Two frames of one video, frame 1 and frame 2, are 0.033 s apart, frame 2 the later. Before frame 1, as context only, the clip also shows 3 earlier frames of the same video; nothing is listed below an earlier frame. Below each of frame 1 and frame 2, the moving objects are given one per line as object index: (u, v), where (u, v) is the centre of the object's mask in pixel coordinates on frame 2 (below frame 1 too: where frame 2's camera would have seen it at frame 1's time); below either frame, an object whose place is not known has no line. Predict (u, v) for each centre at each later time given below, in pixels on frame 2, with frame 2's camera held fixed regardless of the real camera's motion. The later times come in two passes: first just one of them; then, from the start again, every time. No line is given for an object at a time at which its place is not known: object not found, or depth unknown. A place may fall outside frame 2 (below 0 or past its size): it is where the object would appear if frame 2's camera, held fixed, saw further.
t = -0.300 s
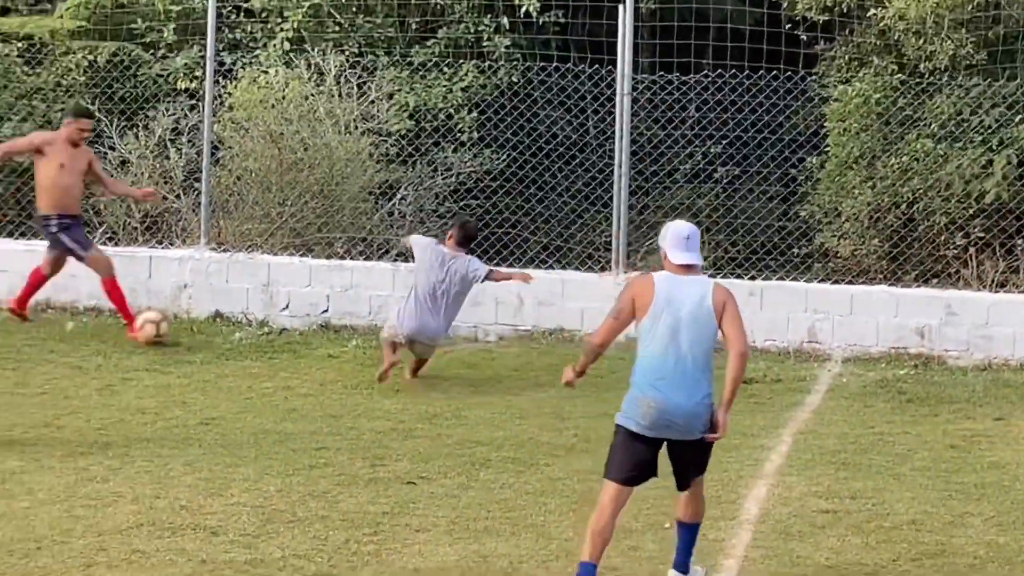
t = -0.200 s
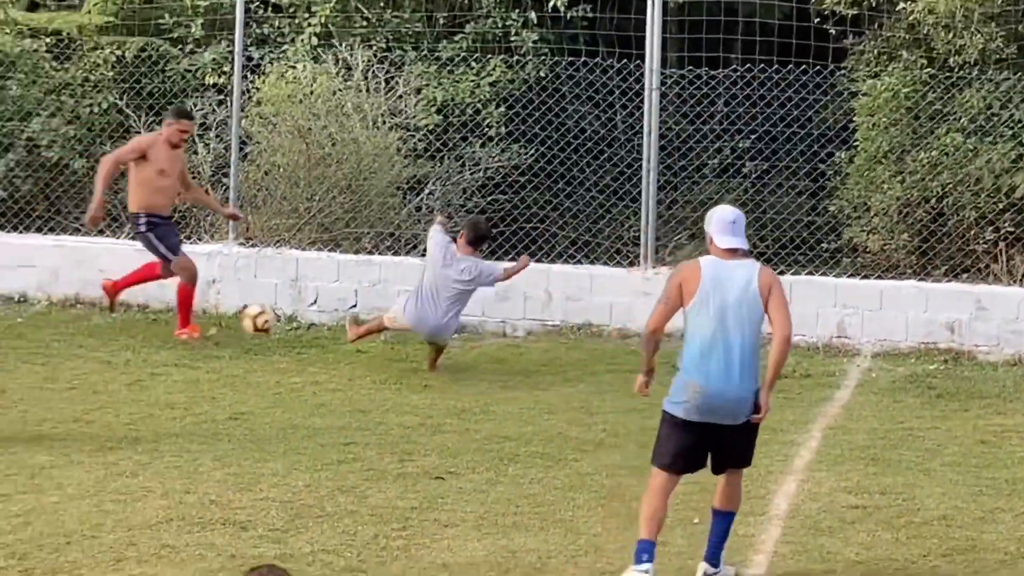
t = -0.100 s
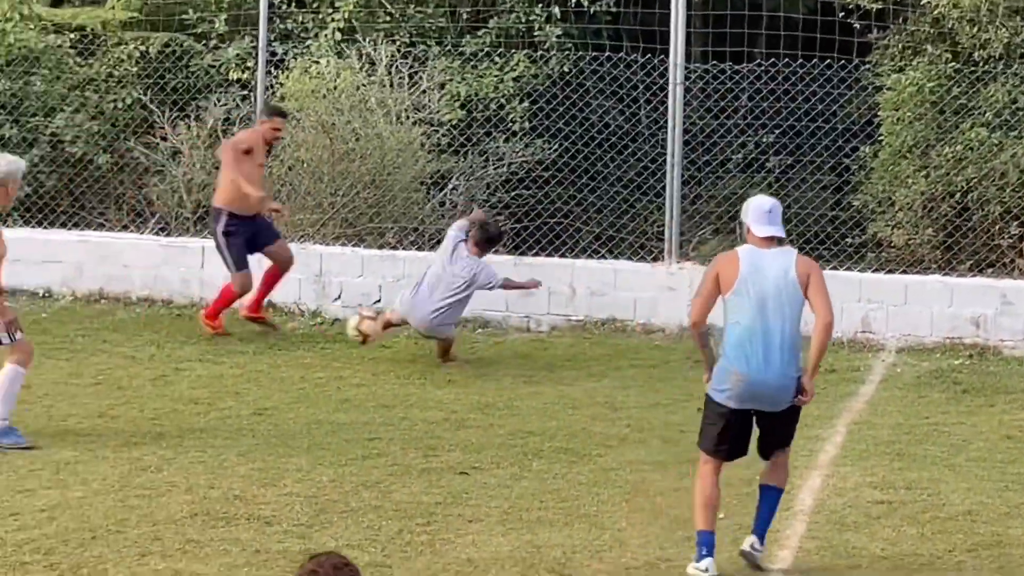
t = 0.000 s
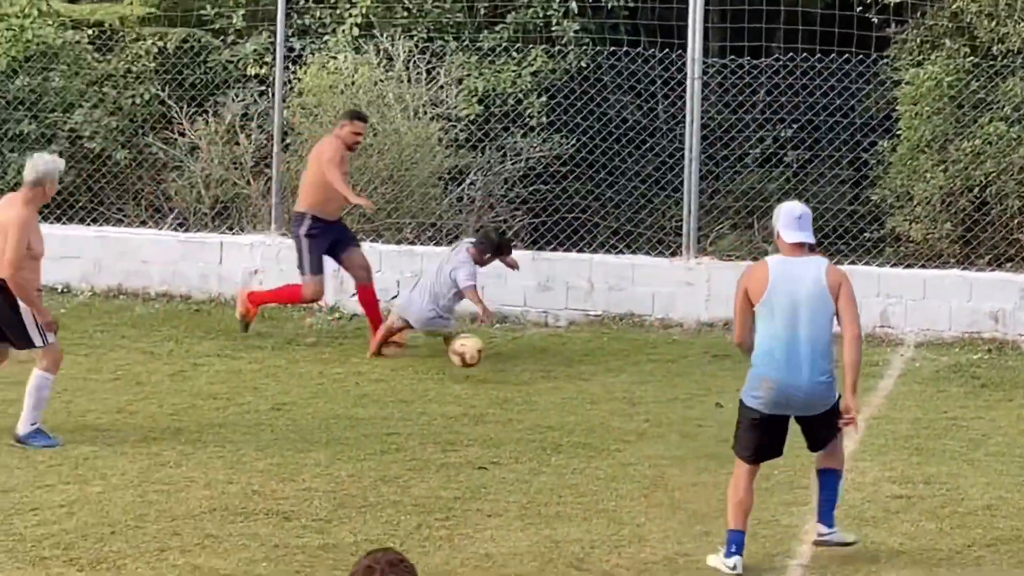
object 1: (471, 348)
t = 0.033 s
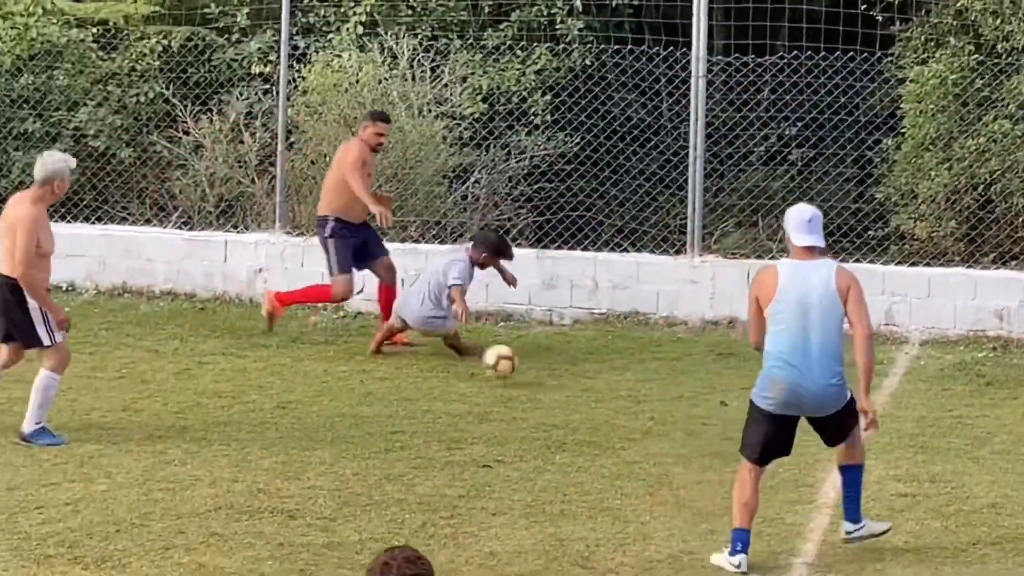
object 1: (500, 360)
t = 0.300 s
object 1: (688, 381)
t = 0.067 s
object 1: (528, 374)
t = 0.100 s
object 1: (551, 370)
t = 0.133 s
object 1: (574, 368)
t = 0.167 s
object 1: (595, 367)
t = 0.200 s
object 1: (618, 367)
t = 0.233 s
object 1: (641, 369)
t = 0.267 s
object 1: (665, 374)
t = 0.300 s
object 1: (688, 381)
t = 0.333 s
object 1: (712, 389)
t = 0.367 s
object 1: (736, 399)
